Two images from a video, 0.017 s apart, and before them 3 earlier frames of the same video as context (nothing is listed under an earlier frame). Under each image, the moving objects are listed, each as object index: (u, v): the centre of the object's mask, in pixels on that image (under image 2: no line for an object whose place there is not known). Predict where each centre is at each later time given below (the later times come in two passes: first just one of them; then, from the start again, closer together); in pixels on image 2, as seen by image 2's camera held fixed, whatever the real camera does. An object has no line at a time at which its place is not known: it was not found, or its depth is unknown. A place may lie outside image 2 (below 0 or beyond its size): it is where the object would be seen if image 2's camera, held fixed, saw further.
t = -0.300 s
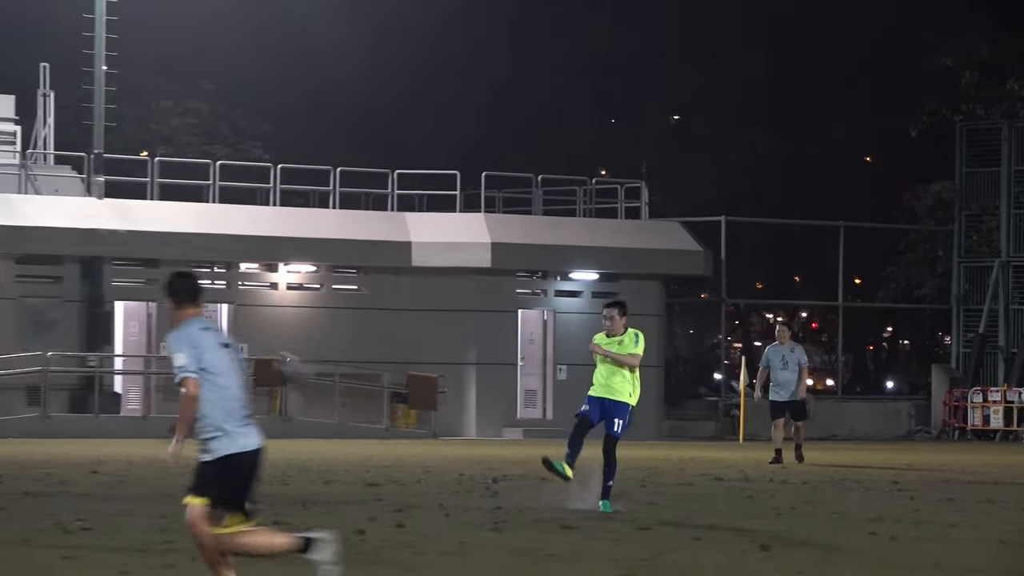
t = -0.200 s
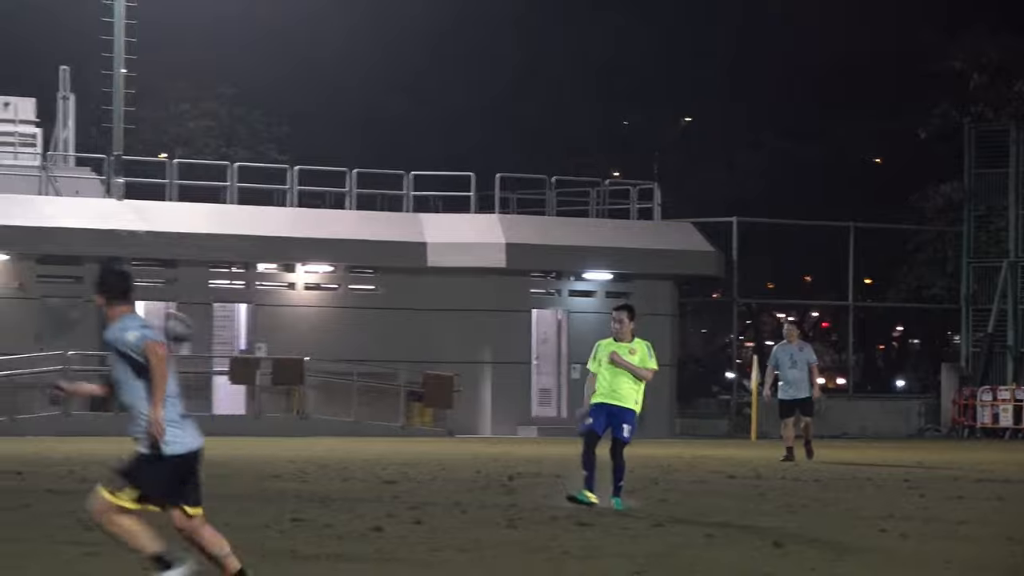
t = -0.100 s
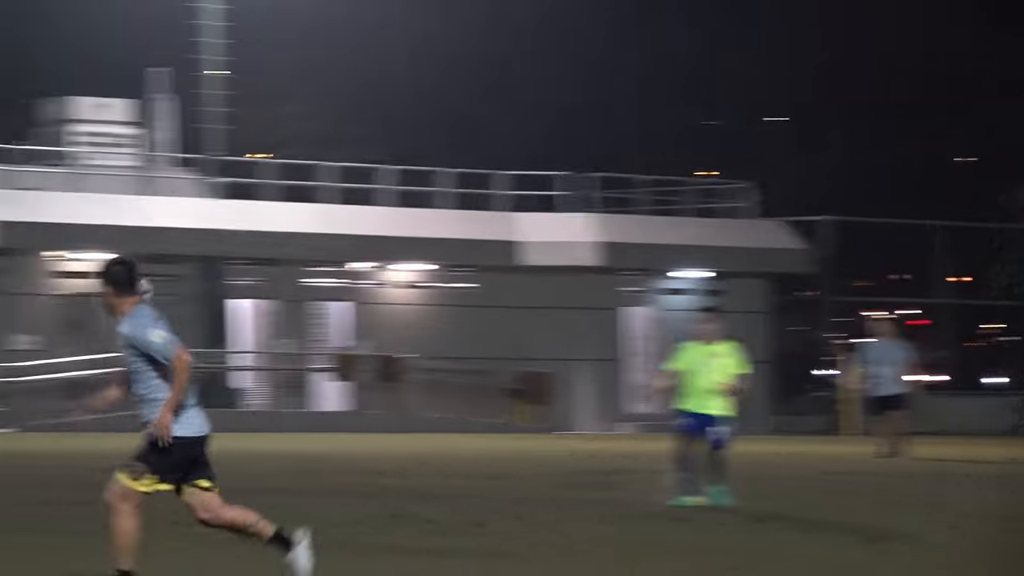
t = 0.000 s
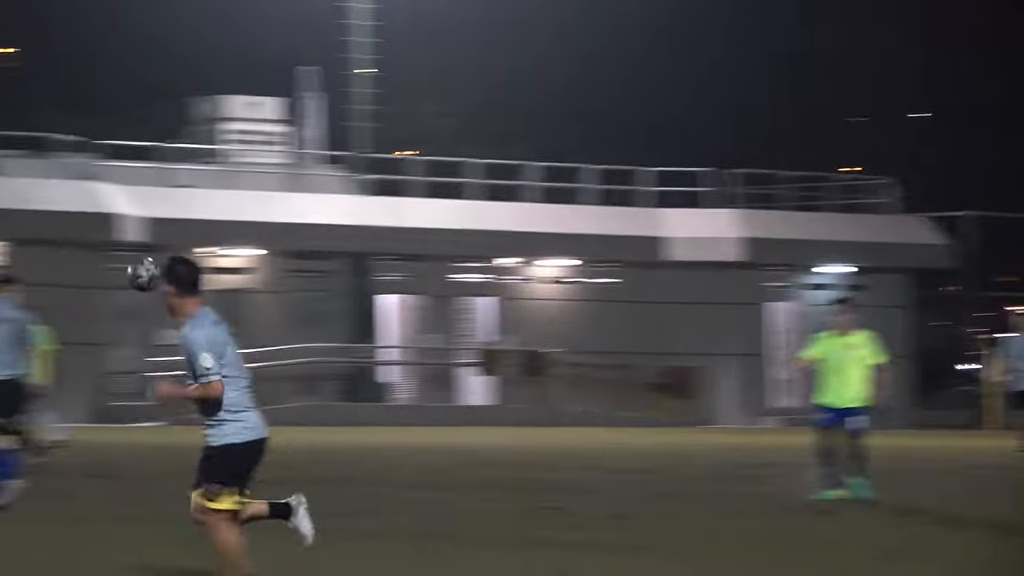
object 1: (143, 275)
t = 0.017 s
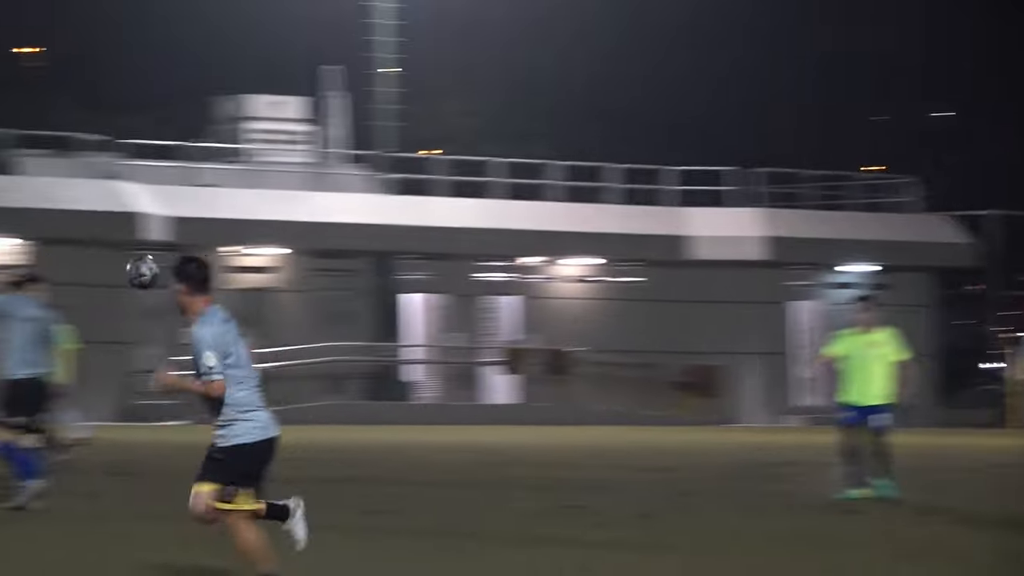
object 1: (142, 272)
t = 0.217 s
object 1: (-205, 288)
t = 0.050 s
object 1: (84, 270)
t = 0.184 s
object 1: (-142, 282)
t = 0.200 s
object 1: (-172, 284)
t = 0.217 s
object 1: (-205, 288)
